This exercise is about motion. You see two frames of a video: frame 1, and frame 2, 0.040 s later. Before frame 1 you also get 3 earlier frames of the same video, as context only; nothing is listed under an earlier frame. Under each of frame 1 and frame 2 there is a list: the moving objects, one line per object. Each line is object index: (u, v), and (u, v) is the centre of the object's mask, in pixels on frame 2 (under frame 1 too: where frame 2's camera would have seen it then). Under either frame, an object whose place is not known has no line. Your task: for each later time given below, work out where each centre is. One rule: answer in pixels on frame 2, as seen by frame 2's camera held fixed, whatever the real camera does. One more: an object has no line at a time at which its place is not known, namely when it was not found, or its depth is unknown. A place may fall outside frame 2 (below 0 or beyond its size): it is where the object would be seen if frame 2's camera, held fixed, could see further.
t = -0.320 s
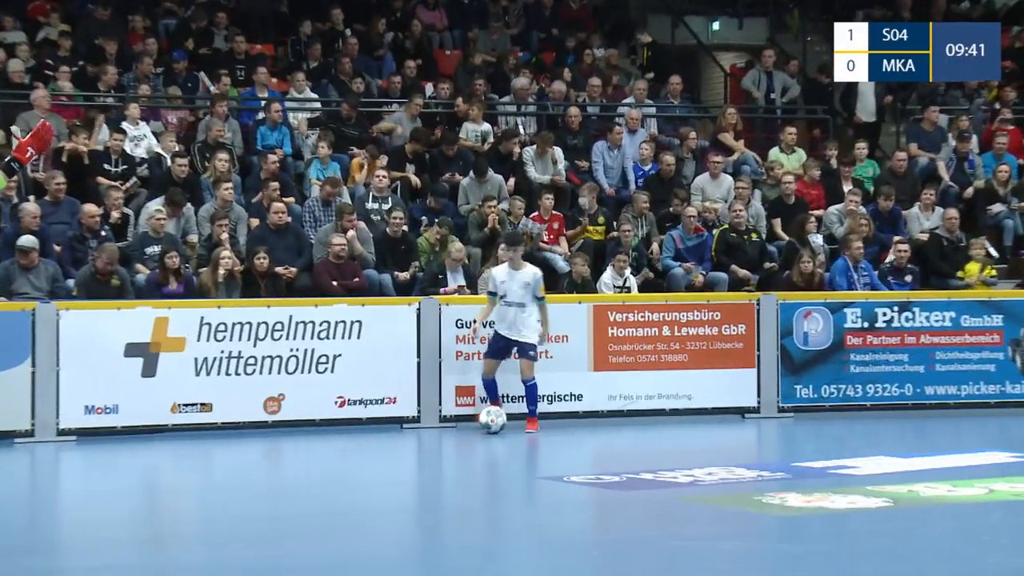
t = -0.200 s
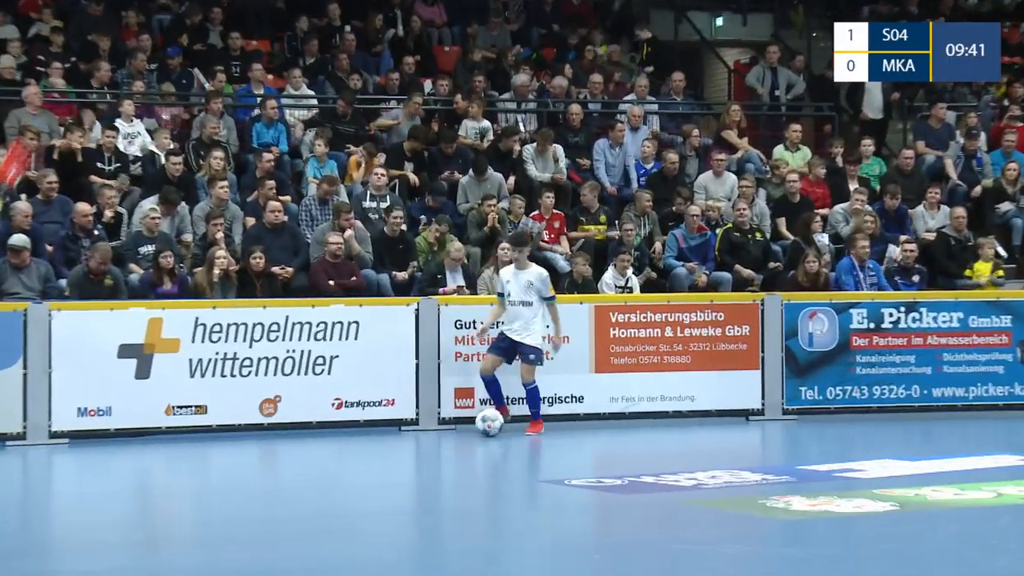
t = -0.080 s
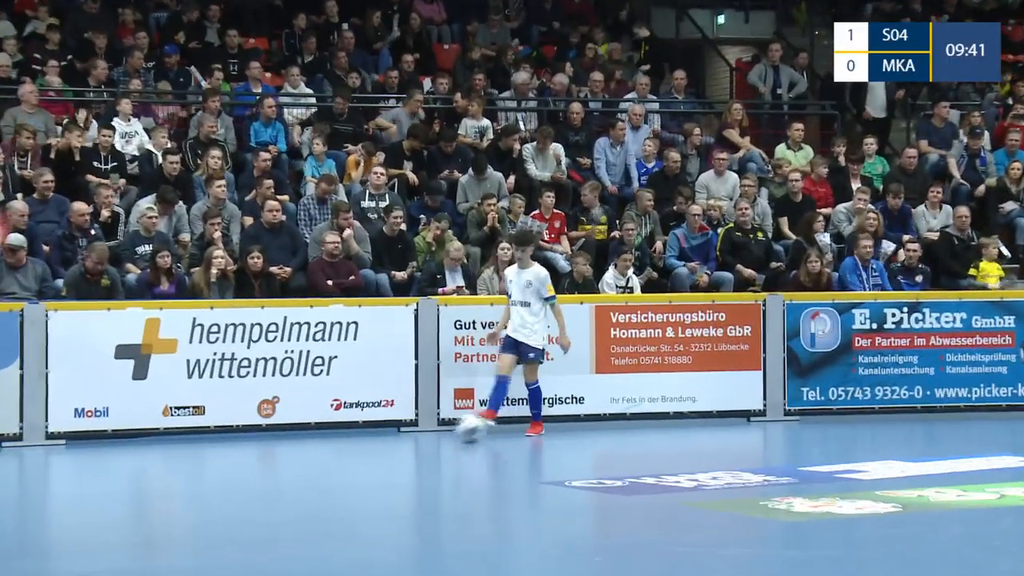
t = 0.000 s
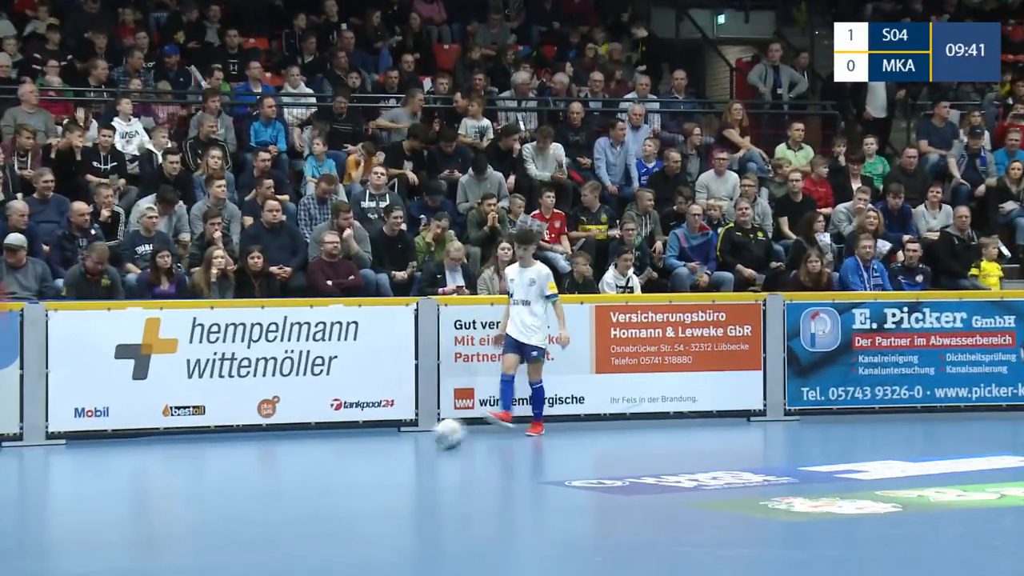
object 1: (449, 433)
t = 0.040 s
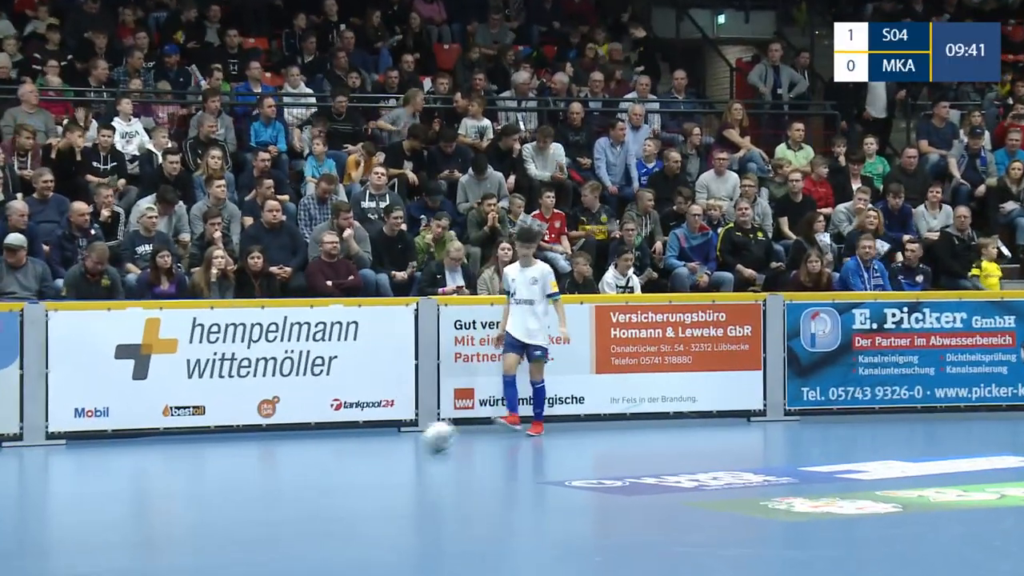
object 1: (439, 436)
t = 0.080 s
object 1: (427, 439)
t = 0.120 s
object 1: (417, 442)
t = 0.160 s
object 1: (406, 445)
